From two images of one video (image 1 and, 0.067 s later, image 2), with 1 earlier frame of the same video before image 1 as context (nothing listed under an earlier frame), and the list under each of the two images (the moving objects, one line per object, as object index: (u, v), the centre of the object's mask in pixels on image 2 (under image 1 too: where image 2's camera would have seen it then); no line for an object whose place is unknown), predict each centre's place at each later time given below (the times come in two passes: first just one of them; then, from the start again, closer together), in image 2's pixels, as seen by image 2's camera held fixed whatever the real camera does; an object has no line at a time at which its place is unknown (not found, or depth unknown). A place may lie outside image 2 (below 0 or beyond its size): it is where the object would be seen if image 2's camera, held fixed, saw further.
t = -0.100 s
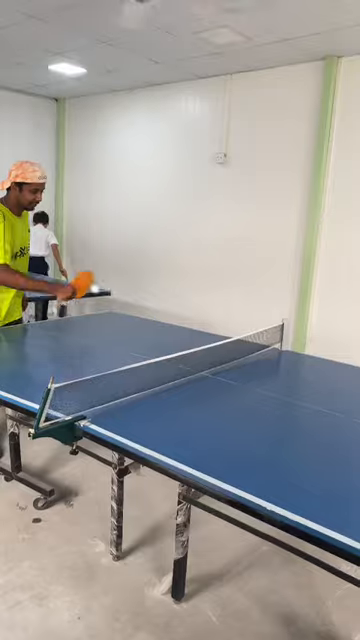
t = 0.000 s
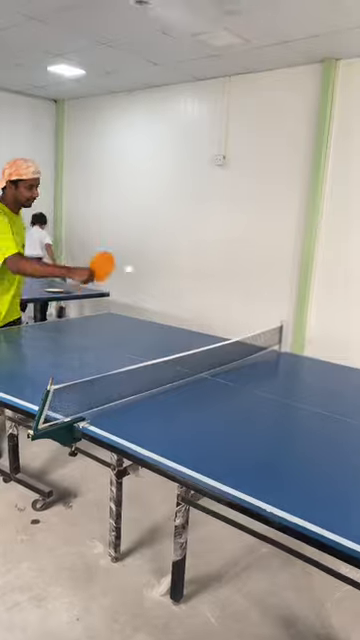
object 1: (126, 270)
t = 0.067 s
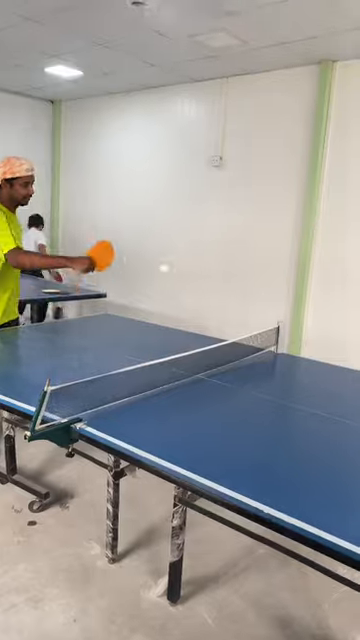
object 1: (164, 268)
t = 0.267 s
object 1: (294, 329)
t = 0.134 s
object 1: (205, 278)
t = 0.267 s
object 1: (294, 329)
